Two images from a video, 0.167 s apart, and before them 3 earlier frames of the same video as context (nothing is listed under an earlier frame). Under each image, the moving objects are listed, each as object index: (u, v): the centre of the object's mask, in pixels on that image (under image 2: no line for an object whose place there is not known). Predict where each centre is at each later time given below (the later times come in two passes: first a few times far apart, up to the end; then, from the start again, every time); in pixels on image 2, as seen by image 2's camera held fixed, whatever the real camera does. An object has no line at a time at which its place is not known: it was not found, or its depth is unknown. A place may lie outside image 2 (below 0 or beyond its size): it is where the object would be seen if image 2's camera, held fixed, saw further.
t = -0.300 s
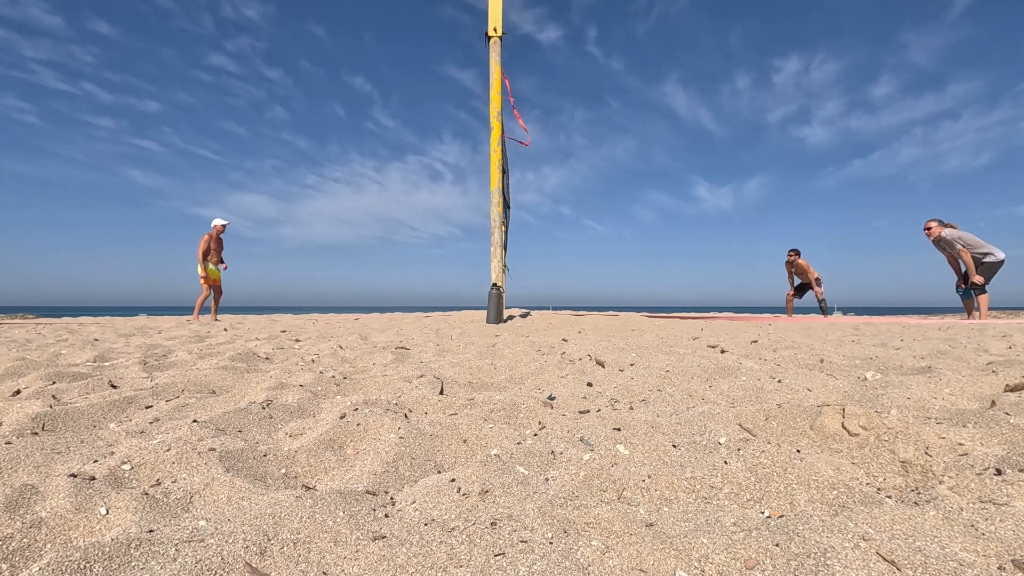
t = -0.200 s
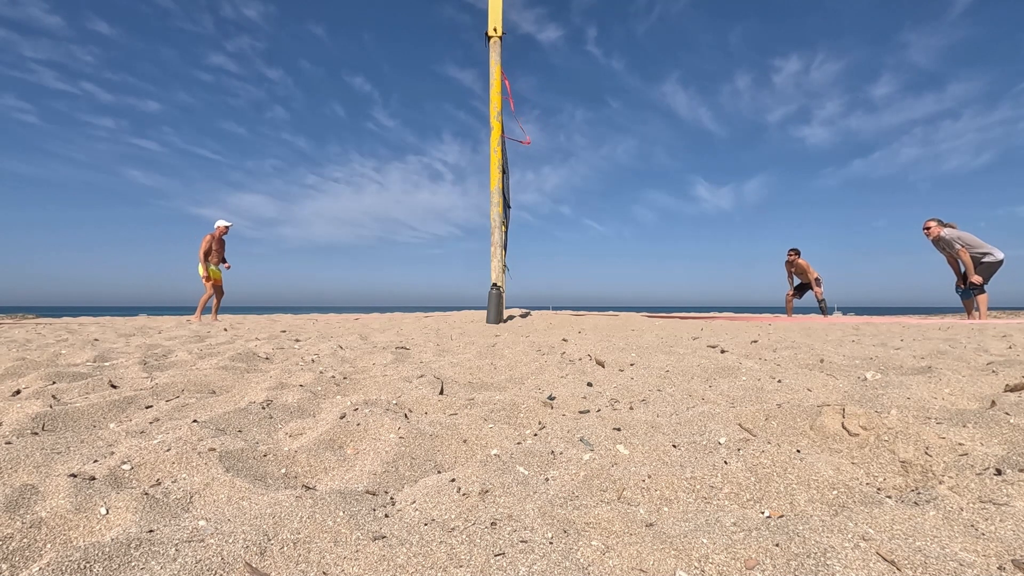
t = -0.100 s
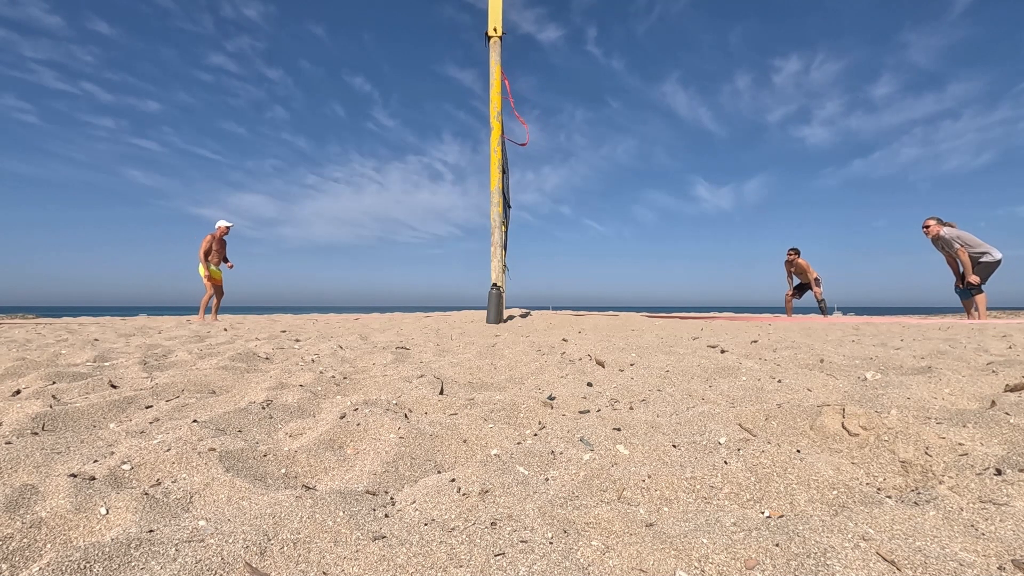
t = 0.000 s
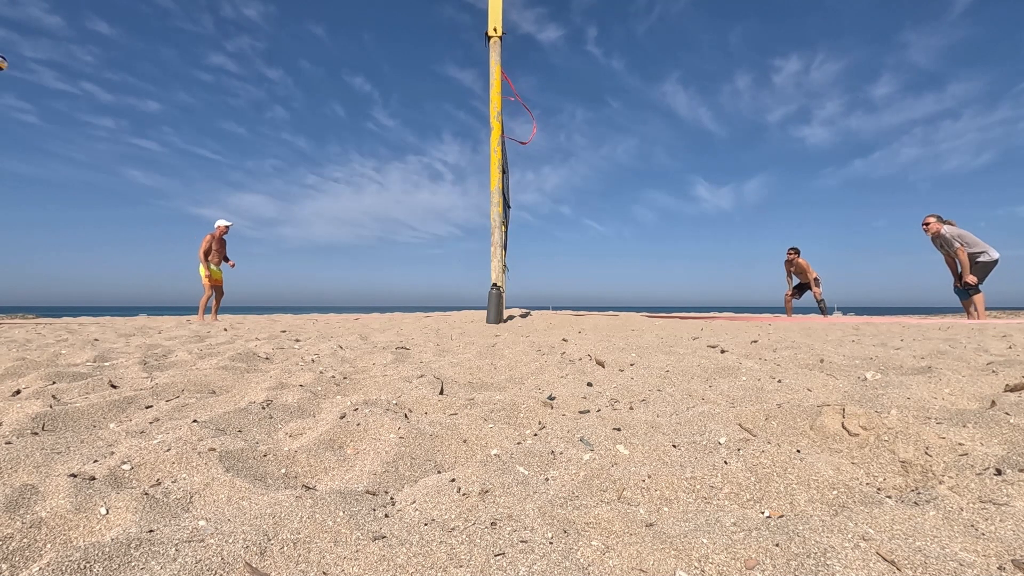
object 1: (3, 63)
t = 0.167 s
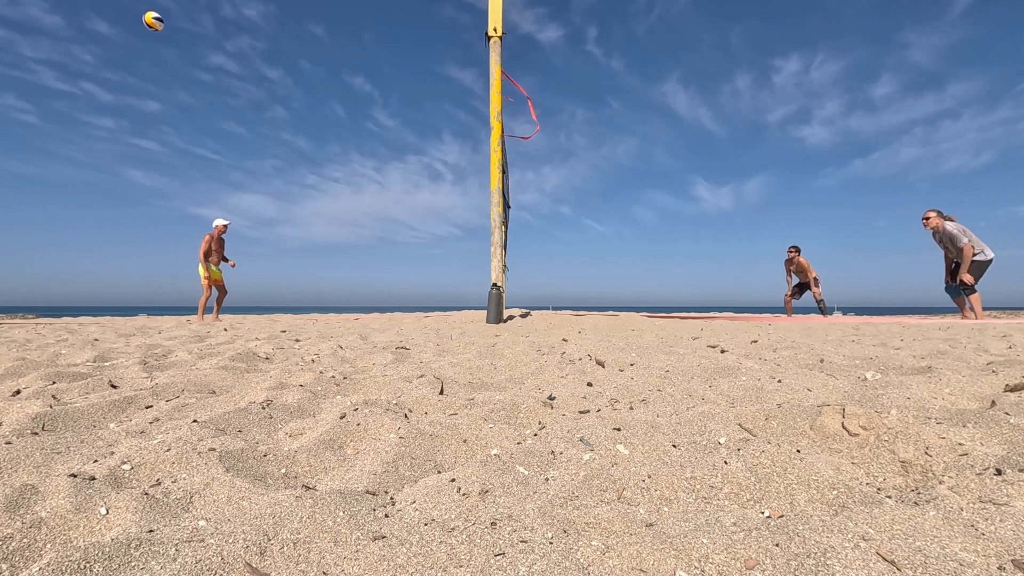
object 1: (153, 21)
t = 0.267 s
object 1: (244, 9)
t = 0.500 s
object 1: (438, 13)
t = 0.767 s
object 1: (642, 67)
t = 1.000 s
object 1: (803, 152)
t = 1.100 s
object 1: (866, 197)
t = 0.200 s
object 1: (184, 16)
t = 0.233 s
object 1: (214, 12)
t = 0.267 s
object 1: (244, 9)
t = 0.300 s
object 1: (273, 8)
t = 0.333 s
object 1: (301, 7)
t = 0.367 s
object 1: (329, 7)
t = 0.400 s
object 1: (357, 7)
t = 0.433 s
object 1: (385, 8)
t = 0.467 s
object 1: (412, 10)
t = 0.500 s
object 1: (438, 13)
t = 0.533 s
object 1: (465, 17)
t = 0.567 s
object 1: (486, 21)
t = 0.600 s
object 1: (517, 27)
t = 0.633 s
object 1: (542, 34)
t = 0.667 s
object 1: (568, 41)
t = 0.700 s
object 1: (593, 49)
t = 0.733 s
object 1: (618, 57)
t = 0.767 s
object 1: (642, 67)
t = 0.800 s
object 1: (666, 77)
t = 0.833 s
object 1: (690, 88)
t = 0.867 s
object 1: (713, 99)
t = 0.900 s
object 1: (736, 111)
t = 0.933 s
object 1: (758, 124)
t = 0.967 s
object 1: (781, 138)
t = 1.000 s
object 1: (803, 152)
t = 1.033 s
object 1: (824, 167)
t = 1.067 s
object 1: (845, 182)
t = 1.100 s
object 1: (866, 197)
